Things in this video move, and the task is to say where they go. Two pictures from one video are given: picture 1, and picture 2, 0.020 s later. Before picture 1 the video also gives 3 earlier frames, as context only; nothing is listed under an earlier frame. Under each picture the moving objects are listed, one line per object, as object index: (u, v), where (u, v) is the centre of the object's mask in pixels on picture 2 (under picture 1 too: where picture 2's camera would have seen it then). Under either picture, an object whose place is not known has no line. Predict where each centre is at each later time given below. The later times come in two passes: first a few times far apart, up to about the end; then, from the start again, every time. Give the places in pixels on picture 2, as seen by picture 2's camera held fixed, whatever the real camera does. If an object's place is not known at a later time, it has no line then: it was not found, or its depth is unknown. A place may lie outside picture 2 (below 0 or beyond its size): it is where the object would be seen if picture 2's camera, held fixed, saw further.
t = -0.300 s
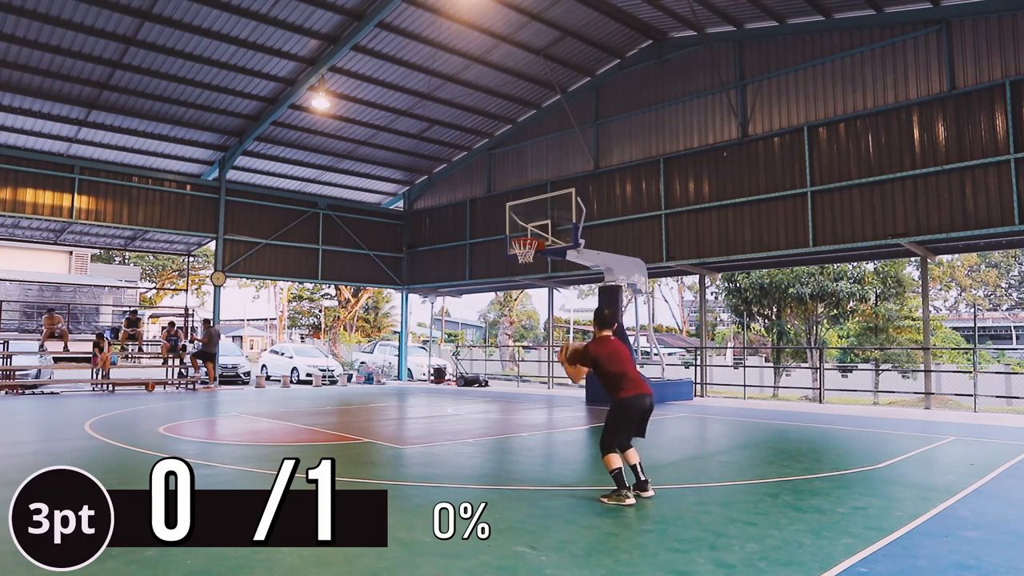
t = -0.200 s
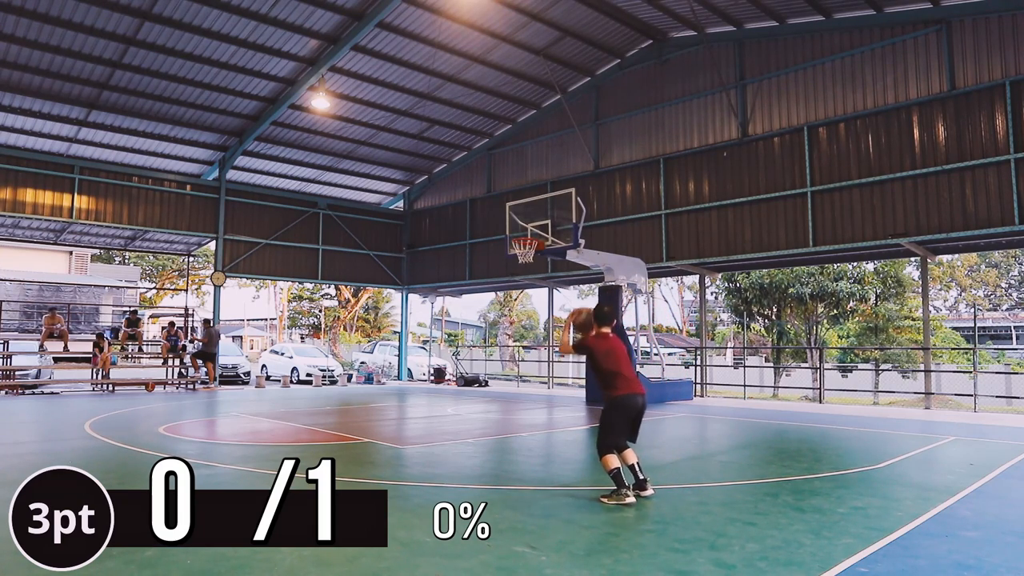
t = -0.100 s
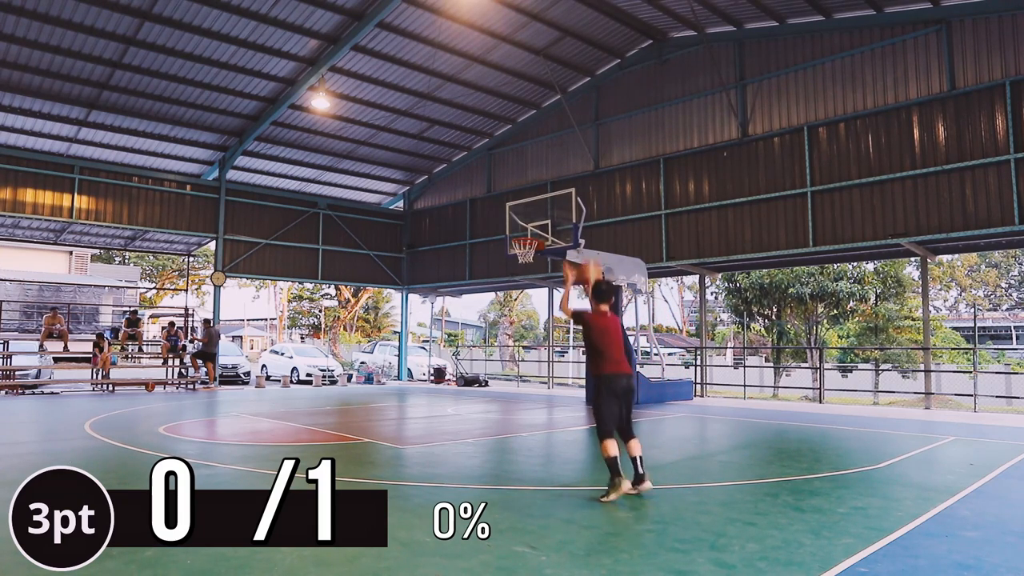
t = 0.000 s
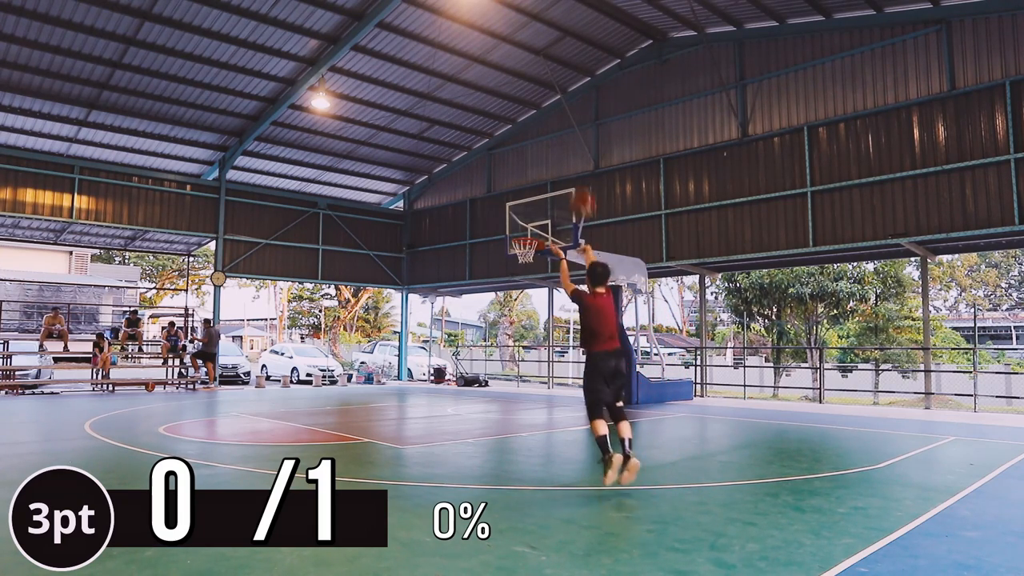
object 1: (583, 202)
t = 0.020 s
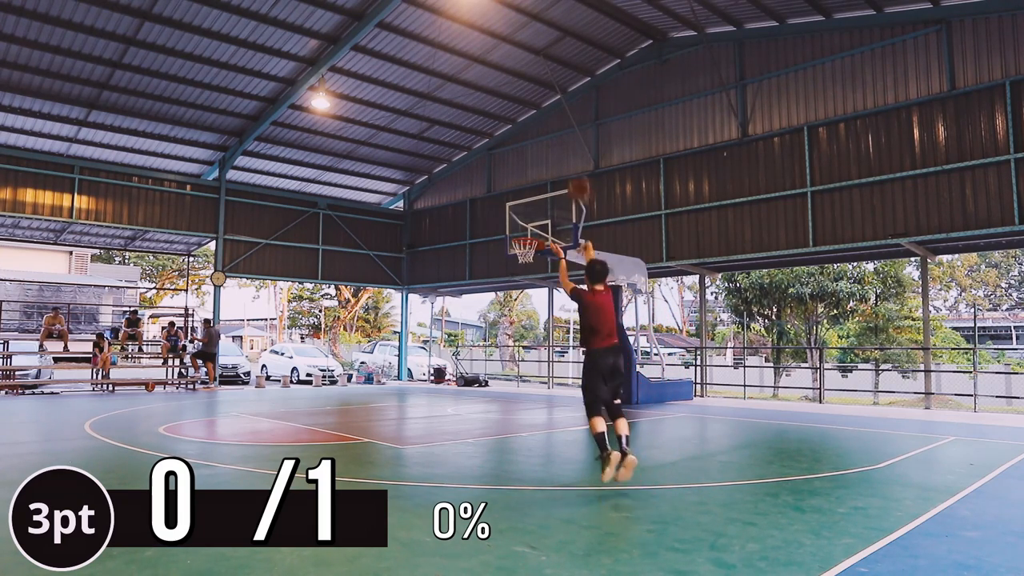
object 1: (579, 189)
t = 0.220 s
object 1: (567, 100)
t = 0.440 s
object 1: (556, 65)
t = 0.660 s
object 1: (549, 66)
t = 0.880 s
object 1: (543, 96)
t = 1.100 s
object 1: (539, 147)
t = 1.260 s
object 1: (537, 194)
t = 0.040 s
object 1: (578, 178)
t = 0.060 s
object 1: (576, 165)
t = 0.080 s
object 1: (576, 156)
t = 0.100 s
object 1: (574, 145)
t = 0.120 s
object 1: (572, 137)
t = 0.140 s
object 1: (571, 129)
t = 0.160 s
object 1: (569, 121)
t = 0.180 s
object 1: (568, 114)
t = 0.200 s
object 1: (567, 108)
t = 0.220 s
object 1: (567, 100)
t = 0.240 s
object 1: (566, 96)
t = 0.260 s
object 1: (565, 91)
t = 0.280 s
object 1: (563, 86)
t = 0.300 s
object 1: (562, 81)
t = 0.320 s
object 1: (561, 79)
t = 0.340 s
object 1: (560, 74)
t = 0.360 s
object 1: (560, 73)
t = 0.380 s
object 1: (559, 70)
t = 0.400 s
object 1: (558, 69)
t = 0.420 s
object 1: (557, 67)
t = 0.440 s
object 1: (556, 65)
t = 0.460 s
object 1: (556, 62)
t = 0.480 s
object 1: (555, 62)
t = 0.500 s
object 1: (555, 61)
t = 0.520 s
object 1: (554, 60)
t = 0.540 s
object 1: (554, 60)
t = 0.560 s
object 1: (553, 61)
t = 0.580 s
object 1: (552, 62)
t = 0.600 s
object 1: (552, 62)
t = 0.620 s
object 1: (551, 63)
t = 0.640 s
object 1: (549, 64)
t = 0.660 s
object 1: (549, 66)
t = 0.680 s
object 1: (548, 68)
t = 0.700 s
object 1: (548, 69)
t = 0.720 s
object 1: (548, 71)
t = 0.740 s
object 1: (547, 74)
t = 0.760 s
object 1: (547, 77)
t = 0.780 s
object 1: (546, 79)
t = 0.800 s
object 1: (546, 82)
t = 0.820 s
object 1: (545, 85)
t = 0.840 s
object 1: (545, 88)
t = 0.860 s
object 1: (544, 91)
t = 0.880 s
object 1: (543, 96)
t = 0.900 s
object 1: (543, 99)
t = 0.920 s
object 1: (543, 103)
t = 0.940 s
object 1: (542, 107)
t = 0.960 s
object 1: (542, 111)
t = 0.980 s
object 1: (542, 115)
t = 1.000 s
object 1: (541, 120)
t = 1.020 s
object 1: (541, 125)
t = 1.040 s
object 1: (541, 131)
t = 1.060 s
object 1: (540, 136)
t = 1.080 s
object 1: (539, 141)
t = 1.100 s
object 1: (539, 147)
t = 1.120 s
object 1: (538, 152)
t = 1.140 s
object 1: (538, 158)
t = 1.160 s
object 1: (538, 163)
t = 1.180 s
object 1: (538, 169)
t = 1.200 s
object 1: (538, 176)
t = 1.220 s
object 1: (537, 181)
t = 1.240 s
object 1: (537, 188)
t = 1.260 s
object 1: (537, 194)
